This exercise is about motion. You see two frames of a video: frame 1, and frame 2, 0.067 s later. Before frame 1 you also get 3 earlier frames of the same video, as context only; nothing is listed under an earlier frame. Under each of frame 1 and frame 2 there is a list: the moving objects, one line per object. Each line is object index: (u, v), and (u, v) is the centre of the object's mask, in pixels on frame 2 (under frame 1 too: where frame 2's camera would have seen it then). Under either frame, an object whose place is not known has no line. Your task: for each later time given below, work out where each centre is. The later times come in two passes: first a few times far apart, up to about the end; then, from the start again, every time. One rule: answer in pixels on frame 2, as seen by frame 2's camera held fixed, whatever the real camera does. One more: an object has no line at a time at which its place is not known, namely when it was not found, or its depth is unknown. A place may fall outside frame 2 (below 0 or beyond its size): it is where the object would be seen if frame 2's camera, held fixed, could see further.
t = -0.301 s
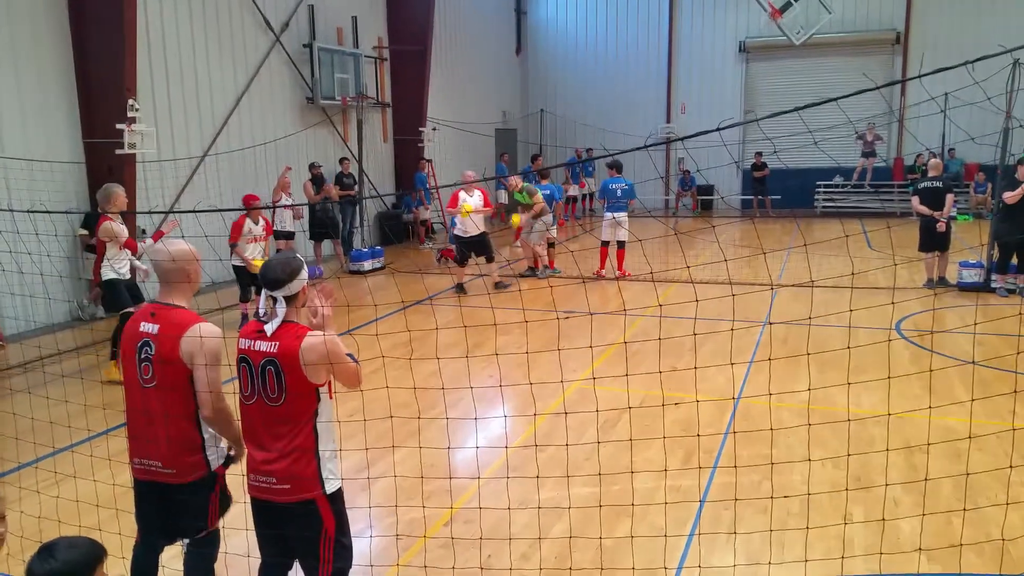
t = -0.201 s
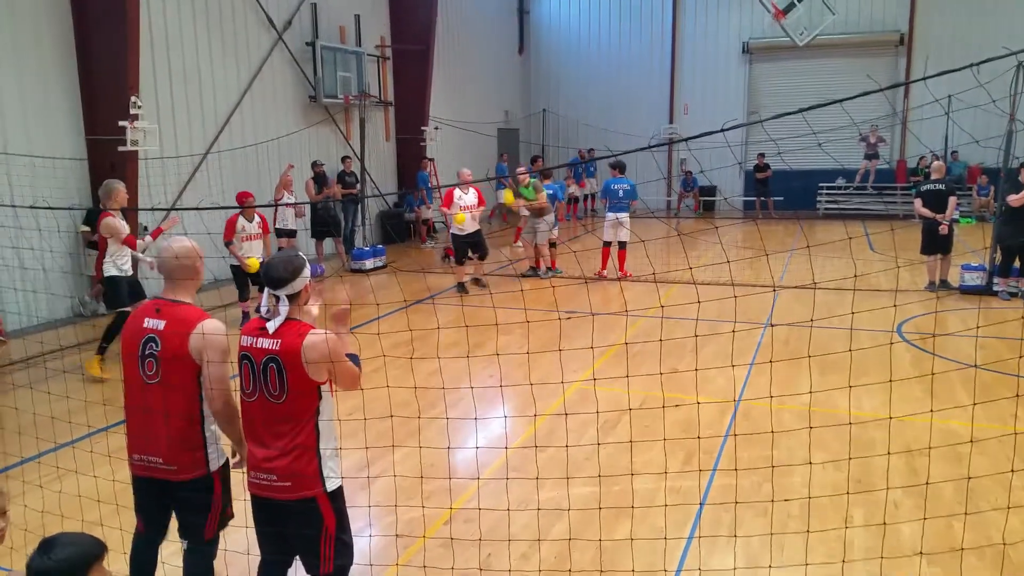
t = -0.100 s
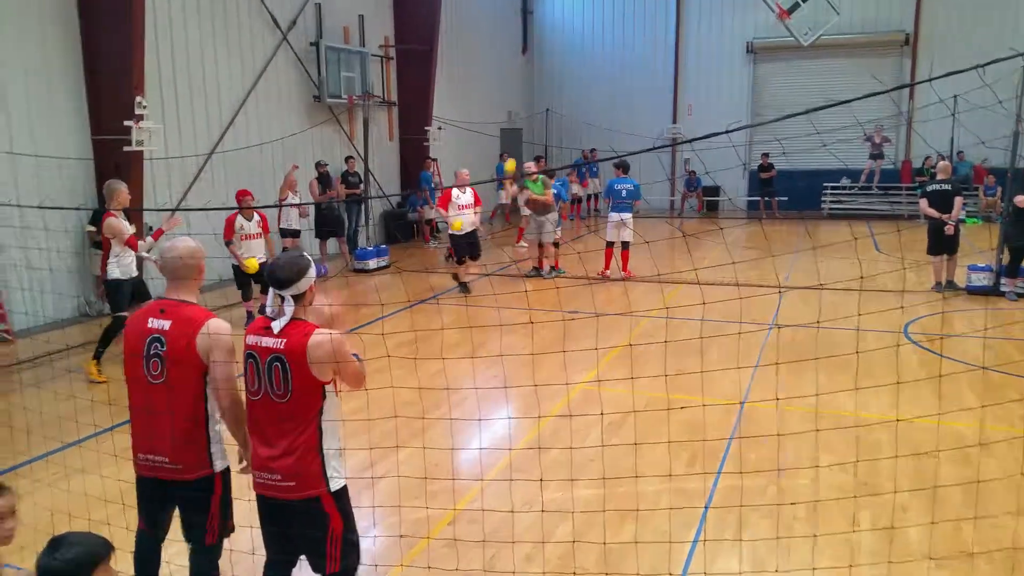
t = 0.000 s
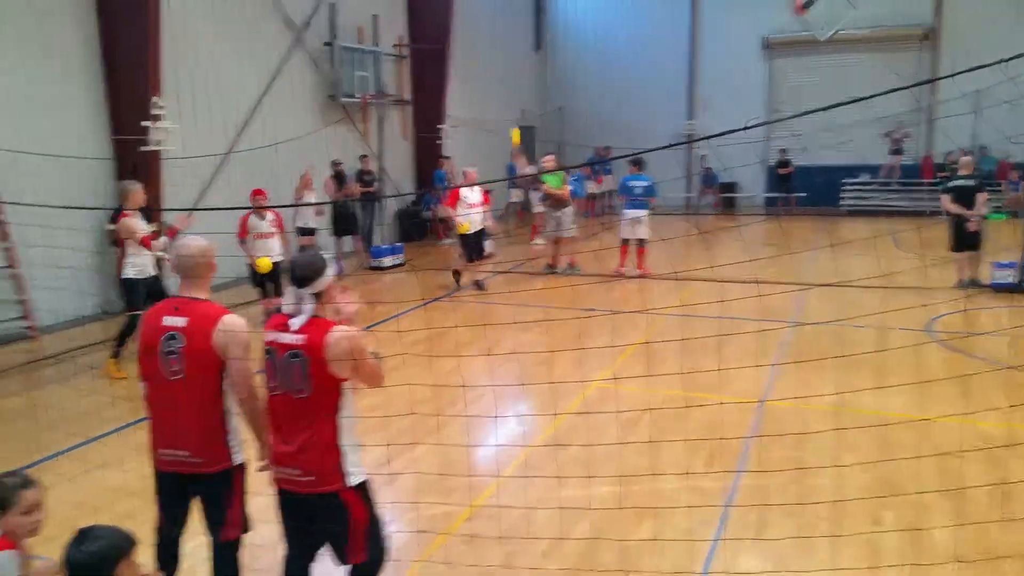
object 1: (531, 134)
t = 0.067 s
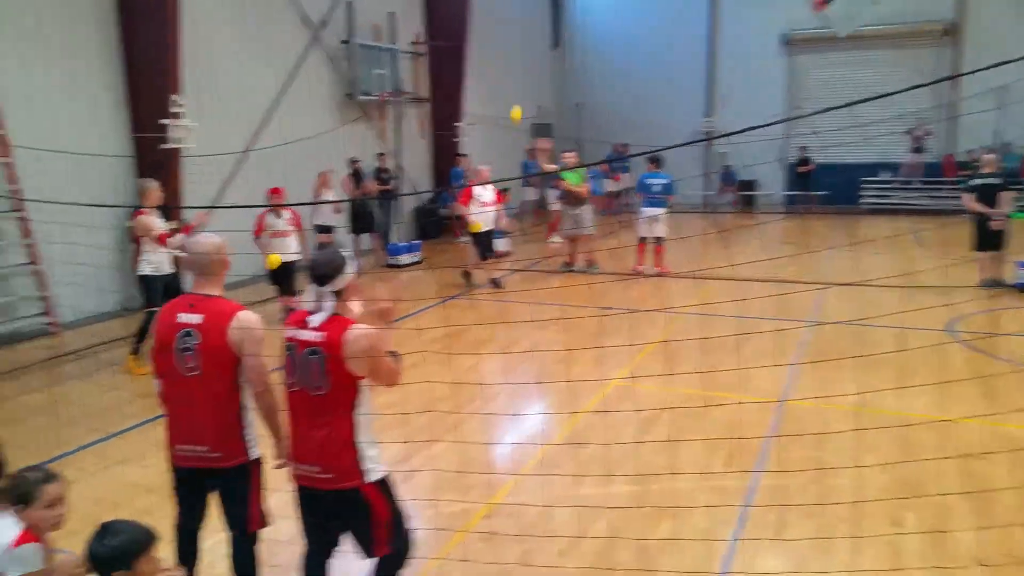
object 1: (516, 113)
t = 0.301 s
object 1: (458, 63)
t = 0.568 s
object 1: (380, 48)
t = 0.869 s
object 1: (279, 114)
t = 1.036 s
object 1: (217, 198)
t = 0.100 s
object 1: (508, 104)
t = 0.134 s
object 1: (500, 94)
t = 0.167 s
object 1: (491, 87)
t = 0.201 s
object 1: (483, 79)
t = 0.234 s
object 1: (474, 73)
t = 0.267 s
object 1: (466, 67)
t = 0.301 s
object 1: (458, 63)
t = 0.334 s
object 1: (448, 58)
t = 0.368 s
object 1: (440, 54)
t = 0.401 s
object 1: (431, 50)
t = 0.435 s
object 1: (423, 48)
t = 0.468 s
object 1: (411, 46)
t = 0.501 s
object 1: (401, 45)
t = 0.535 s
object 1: (391, 46)
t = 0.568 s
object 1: (380, 48)
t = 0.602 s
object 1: (369, 51)
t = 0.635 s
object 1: (358, 55)
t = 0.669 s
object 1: (347, 60)
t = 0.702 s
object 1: (337, 65)
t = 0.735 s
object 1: (325, 72)
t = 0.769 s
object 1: (314, 81)
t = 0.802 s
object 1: (302, 91)
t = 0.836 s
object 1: (290, 101)
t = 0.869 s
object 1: (279, 114)
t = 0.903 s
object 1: (266, 129)
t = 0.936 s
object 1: (255, 144)
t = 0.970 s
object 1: (243, 161)
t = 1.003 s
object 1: (229, 180)
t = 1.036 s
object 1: (217, 198)
